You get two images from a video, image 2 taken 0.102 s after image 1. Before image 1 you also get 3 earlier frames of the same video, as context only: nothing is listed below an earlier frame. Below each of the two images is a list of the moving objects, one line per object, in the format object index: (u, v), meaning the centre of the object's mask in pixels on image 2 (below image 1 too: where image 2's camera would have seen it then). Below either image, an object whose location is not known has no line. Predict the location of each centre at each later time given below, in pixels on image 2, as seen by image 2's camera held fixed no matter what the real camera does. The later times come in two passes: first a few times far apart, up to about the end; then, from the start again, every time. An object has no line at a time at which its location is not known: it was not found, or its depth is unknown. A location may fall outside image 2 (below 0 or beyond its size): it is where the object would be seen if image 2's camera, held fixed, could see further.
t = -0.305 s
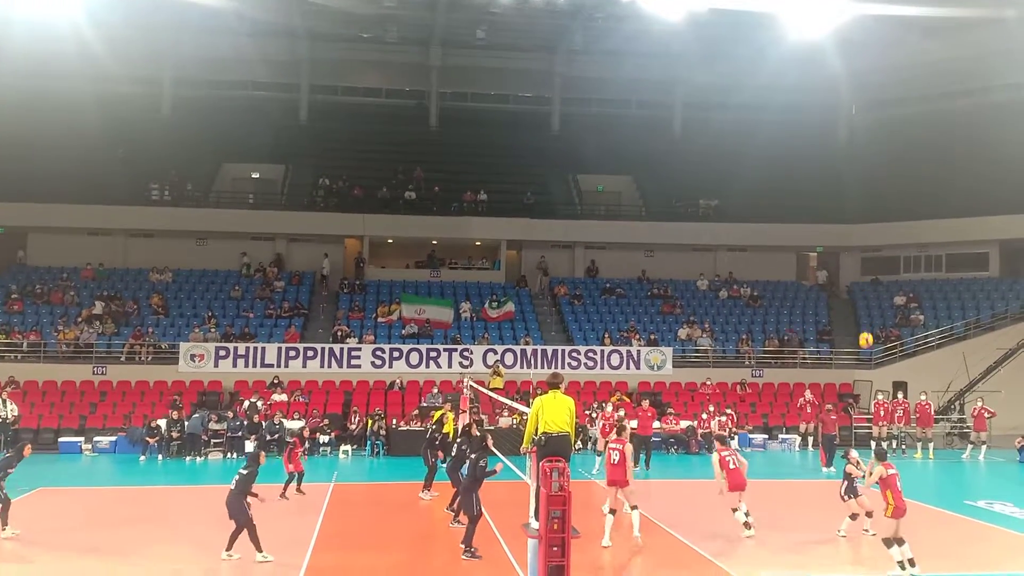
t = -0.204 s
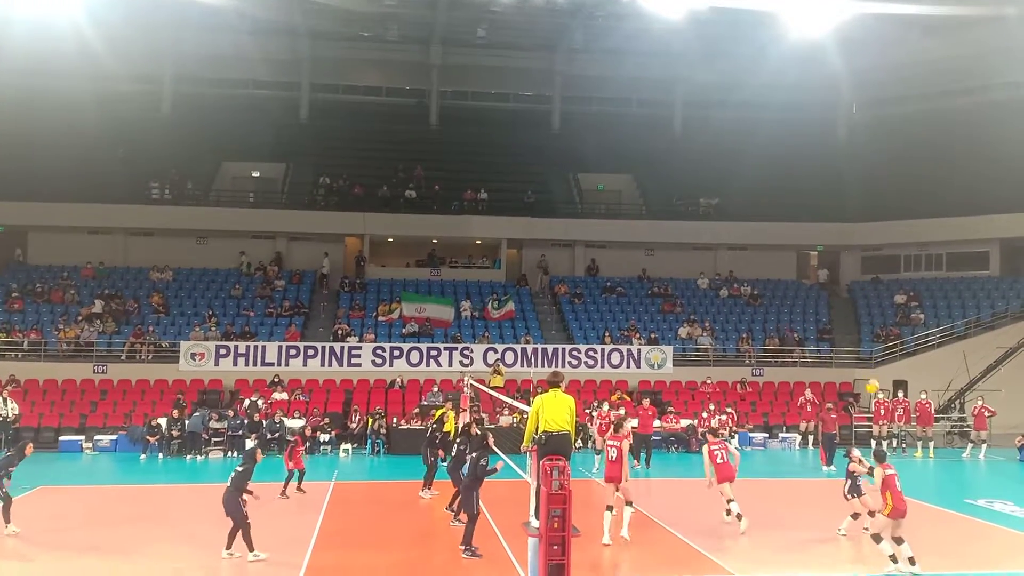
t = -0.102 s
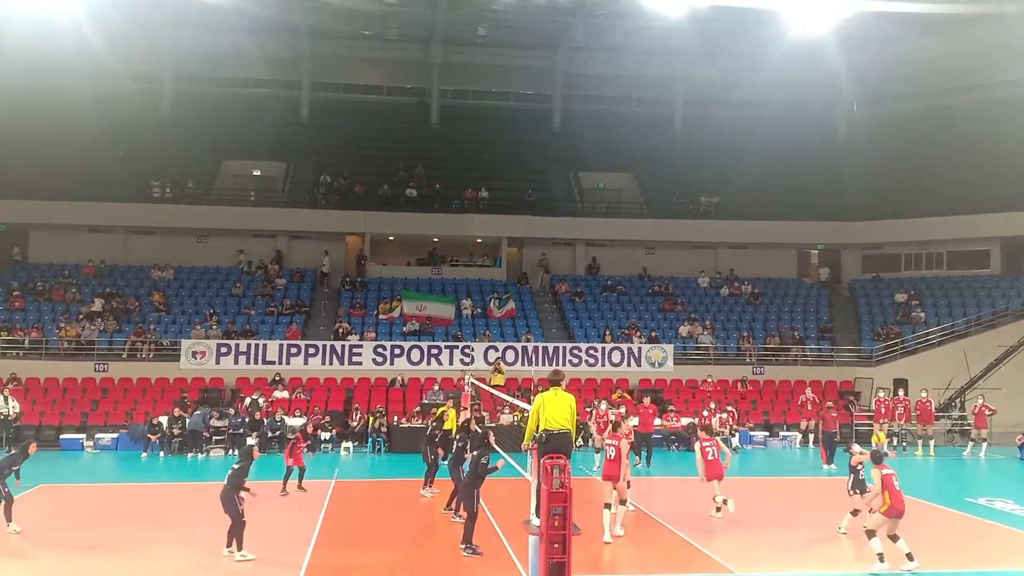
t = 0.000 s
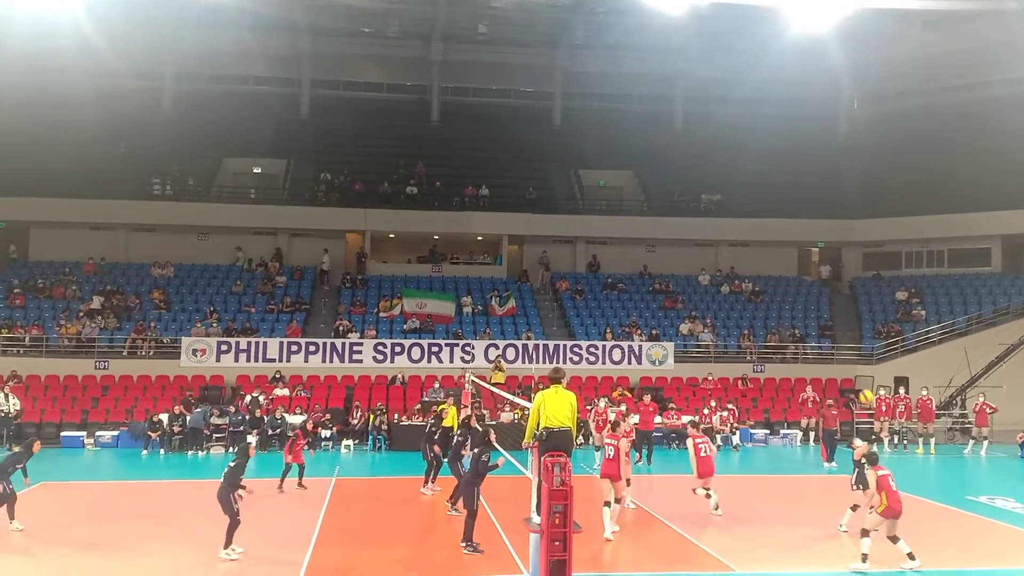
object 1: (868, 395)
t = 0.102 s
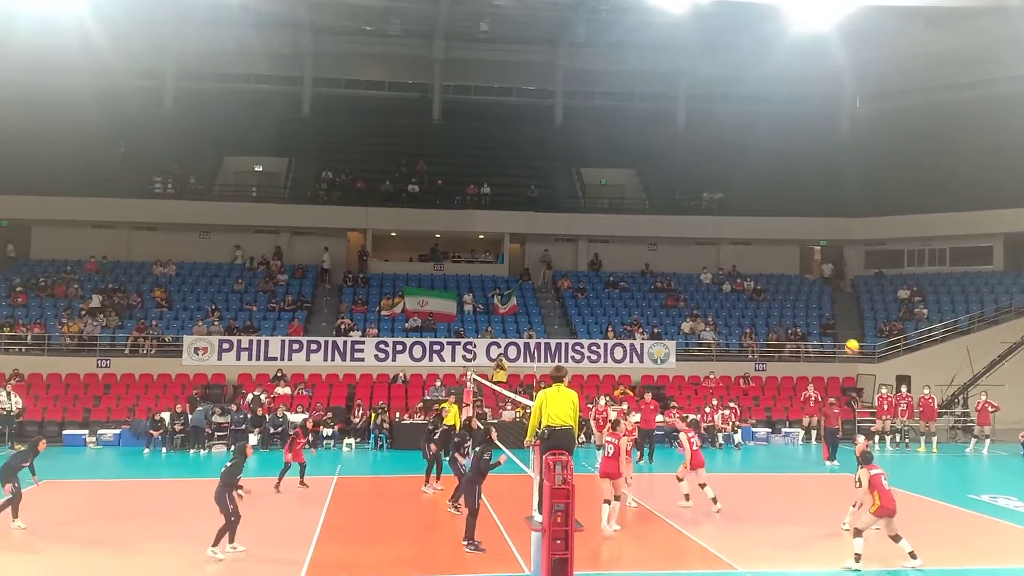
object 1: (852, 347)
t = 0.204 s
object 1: (836, 304)
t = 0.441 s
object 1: (798, 229)
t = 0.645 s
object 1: (767, 191)
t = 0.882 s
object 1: (732, 177)
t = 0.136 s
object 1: (847, 332)
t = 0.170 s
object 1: (841, 317)
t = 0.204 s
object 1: (836, 304)
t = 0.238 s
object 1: (830, 291)
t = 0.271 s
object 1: (825, 279)
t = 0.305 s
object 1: (819, 267)
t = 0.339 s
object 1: (814, 257)
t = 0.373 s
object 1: (808, 247)
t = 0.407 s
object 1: (802, 238)
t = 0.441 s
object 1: (798, 229)
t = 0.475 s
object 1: (792, 221)
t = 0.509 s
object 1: (788, 214)
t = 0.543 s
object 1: (783, 207)
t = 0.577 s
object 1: (778, 200)
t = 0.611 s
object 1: (772, 195)
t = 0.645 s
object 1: (767, 191)
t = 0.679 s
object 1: (762, 187)
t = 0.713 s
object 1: (757, 183)
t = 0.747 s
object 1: (752, 181)
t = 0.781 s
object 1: (747, 179)
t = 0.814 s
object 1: (741, 178)
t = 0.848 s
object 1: (737, 177)
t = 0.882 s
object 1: (732, 177)
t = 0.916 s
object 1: (726, 178)
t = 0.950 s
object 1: (721, 180)
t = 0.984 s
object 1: (716, 182)
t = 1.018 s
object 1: (710, 185)
